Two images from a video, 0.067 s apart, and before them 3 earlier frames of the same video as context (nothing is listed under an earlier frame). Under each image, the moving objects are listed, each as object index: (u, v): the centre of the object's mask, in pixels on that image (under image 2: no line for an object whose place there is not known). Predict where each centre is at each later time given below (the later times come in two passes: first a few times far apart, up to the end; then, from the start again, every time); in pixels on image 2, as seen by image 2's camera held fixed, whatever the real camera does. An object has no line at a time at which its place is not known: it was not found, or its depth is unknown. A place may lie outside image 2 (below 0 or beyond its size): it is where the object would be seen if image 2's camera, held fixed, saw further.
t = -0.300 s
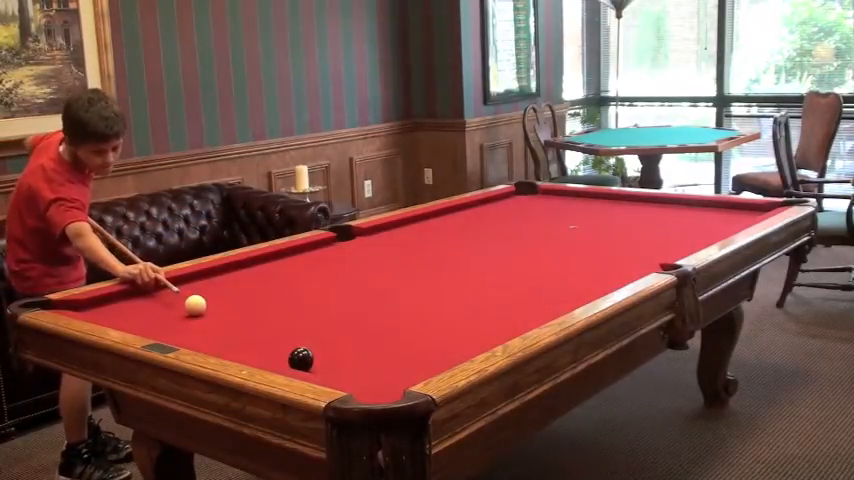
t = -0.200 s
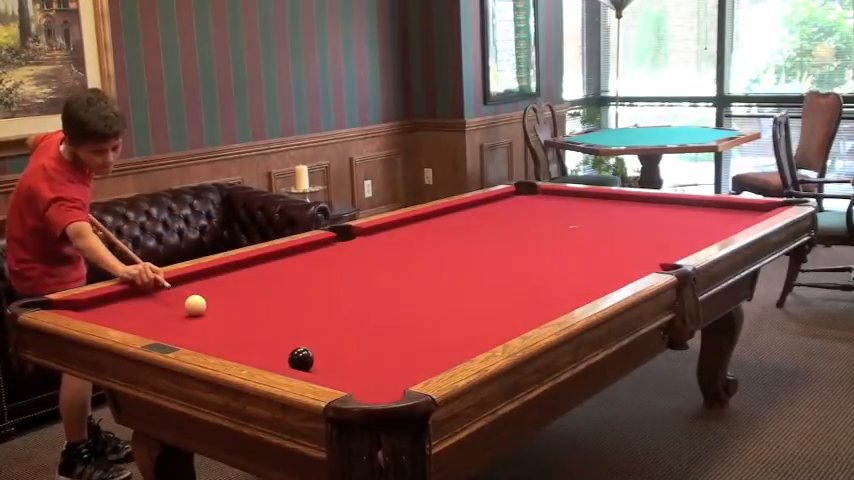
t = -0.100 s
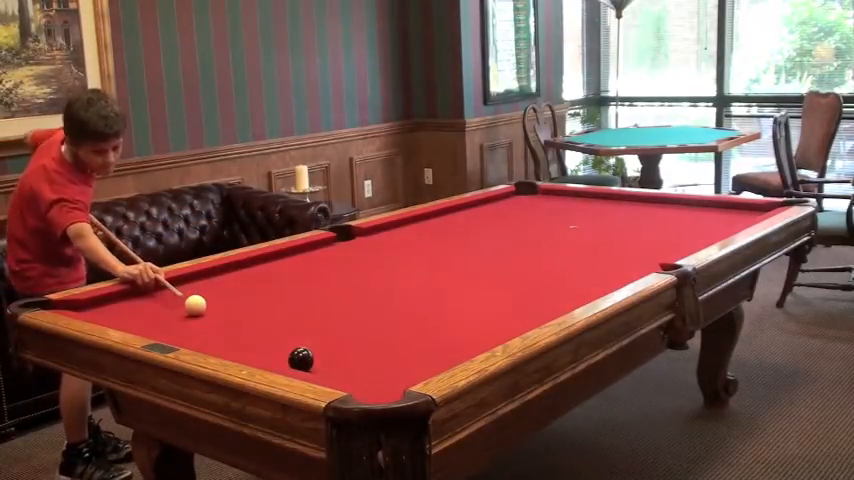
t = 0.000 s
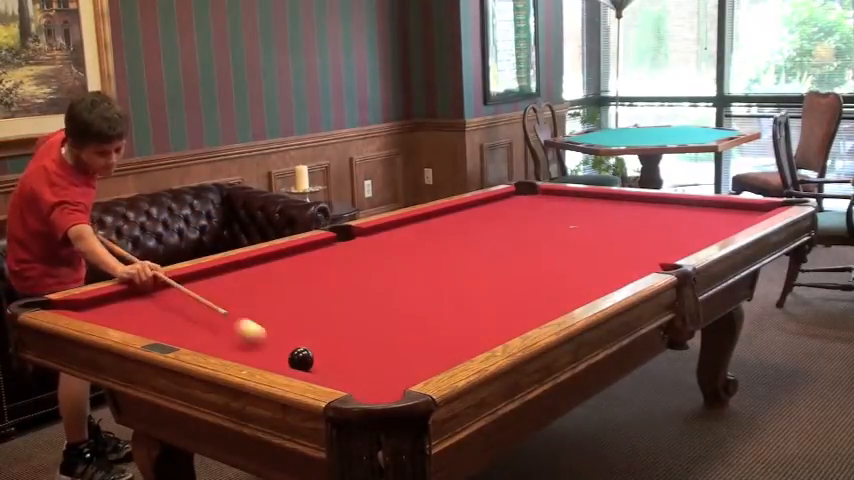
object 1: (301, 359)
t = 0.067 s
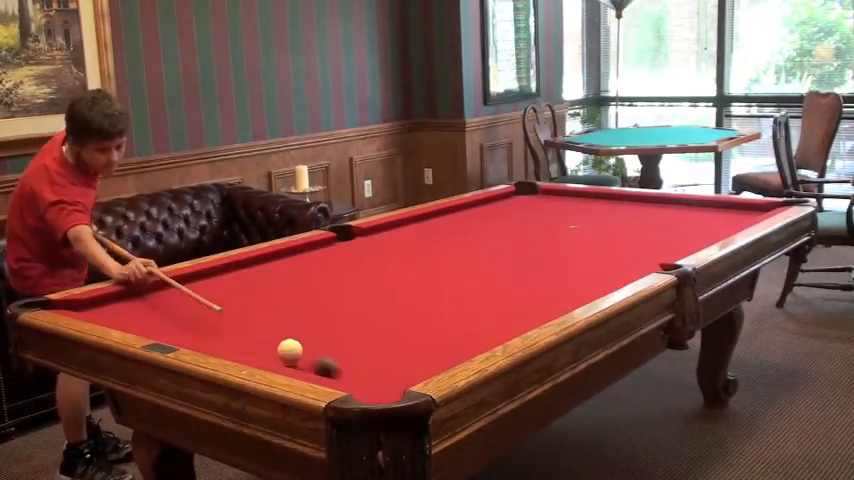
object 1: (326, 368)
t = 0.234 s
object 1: (397, 377)
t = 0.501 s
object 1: (405, 342)
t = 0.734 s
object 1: (411, 319)
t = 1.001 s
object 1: (418, 297)
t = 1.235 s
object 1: (422, 281)
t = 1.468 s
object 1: (427, 268)
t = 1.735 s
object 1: (432, 254)
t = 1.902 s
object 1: (435, 247)
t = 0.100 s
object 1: (373, 385)
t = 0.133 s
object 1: (376, 387)
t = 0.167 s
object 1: (368, 386)
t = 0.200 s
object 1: (389, 383)
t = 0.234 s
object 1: (397, 377)
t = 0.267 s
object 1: (398, 371)
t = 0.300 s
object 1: (399, 367)
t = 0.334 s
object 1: (400, 363)
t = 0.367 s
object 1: (401, 358)
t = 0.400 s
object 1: (402, 354)
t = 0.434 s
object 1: (403, 350)
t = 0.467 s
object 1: (404, 346)
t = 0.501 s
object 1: (405, 342)
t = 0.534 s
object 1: (406, 339)
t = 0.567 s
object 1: (407, 335)
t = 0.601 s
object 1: (408, 332)
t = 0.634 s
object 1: (409, 329)
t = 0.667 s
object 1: (410, 325)
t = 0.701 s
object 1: (410, 322)
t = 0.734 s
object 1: (411, 319)
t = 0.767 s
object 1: (412, 316)
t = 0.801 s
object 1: (413, 313)
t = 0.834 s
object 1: (414, 310)
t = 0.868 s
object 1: (415, 307)
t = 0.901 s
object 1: (415, 305)
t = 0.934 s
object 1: (416, 302)
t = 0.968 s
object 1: (417, 299)
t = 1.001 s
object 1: (418, 297)
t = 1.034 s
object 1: (418, 295)
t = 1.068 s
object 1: (419, 292)
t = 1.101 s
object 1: (420, 290)
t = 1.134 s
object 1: (421, 288)
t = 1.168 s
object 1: (421, 285)
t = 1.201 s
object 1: (422, 283)
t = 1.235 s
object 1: (422, 281)
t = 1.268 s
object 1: (423, 279)
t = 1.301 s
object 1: (424, 277)
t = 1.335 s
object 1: (425, 275)
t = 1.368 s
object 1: (425, 273)
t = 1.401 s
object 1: (426, 271)
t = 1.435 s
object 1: (427, 269)
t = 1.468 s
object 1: (427, 268)
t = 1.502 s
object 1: (428, 266)
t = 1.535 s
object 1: (428, 264)
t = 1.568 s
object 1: (429, 263)
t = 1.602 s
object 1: (430, 261)
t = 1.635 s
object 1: (430, 259)
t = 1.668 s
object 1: (431, 257)
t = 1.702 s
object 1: (431, 256)
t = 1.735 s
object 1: (432, 254)
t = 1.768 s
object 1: (433, 253)
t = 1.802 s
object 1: (433, 251)
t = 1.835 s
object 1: (434, 250)
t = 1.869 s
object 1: (434, 249)
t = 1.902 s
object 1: (435, 247)
